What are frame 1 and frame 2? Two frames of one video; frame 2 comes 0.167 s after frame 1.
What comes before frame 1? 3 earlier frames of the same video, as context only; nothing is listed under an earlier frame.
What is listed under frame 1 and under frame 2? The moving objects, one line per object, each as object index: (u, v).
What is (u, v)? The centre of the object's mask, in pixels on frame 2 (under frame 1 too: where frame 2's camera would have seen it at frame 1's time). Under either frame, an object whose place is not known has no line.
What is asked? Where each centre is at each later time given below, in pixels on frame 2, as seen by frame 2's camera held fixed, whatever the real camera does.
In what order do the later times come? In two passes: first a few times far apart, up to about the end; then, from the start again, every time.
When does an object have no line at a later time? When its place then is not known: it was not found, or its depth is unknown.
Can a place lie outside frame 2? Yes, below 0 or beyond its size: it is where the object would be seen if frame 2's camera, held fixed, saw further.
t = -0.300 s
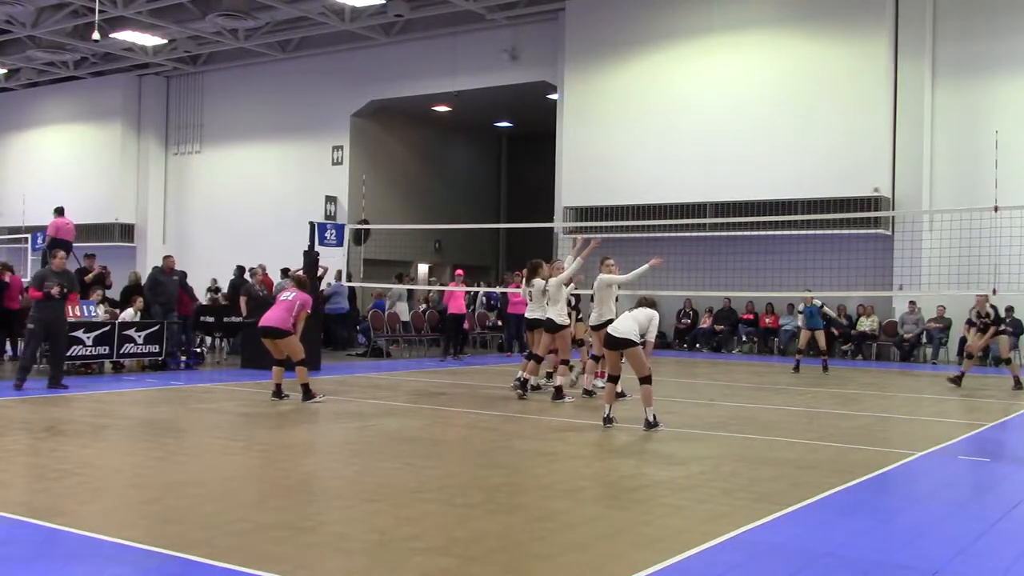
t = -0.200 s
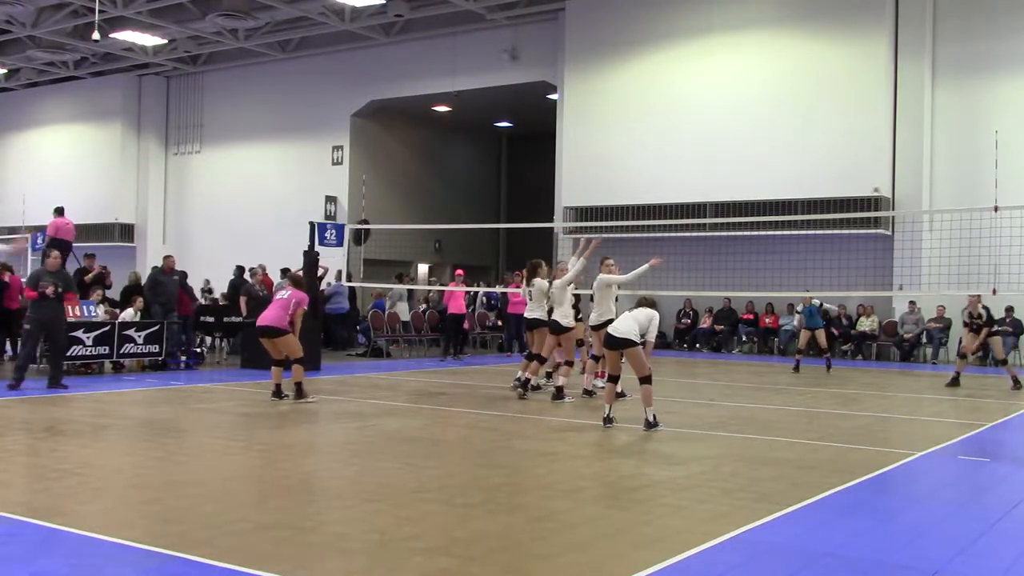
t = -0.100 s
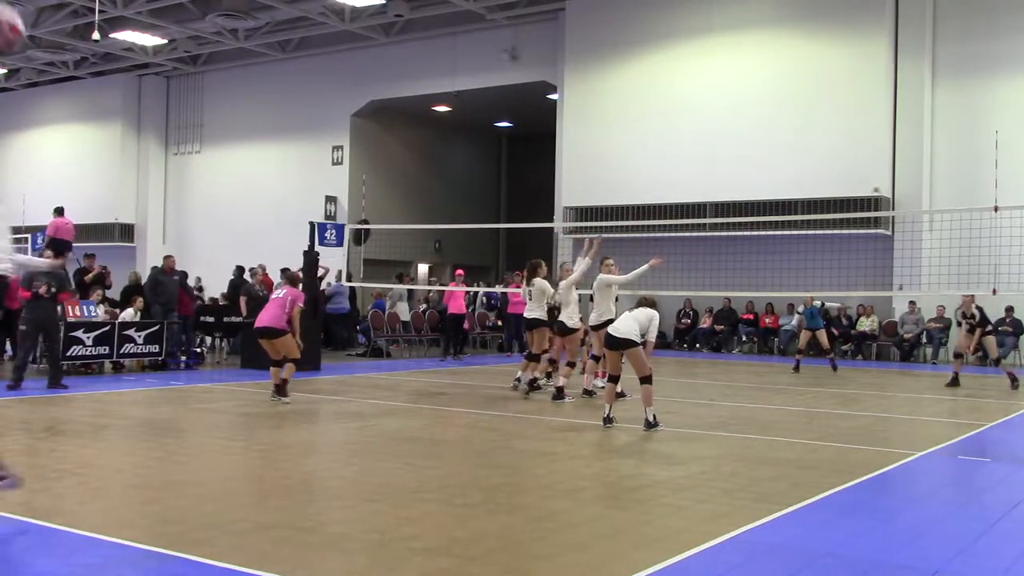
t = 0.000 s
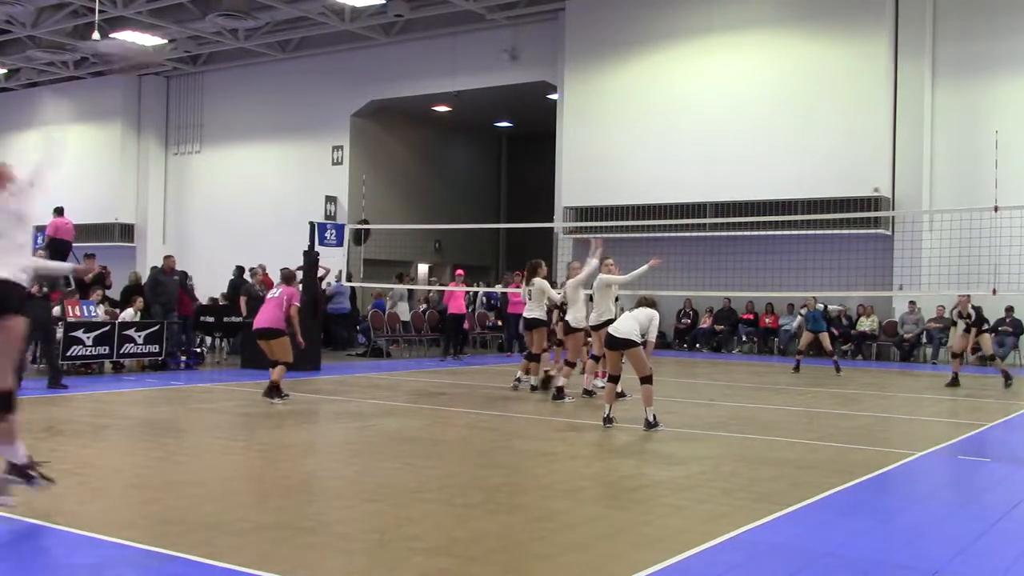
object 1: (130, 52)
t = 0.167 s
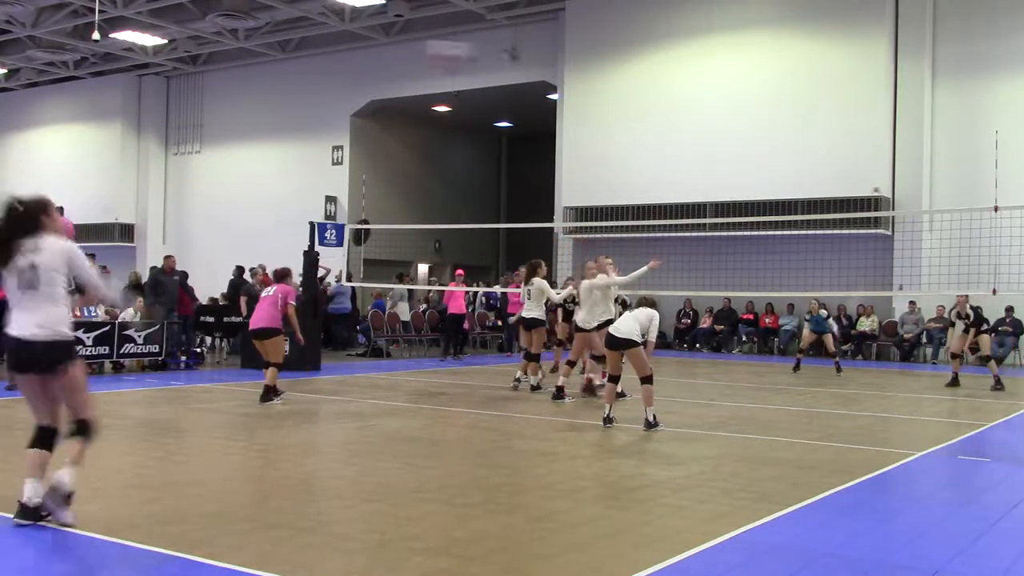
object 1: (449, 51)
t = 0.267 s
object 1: (573, 66)
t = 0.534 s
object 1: (789, 127)
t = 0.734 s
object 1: (890, 186)
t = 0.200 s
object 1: (491, 53)
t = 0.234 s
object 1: (535, 62)
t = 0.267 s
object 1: (573, 66)
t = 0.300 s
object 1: (609, 76)
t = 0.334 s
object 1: (639, 79)
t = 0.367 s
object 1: (672, 85)
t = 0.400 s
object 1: (698, 92)
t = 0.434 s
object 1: (723, 100)
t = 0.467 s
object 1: (746, 109)
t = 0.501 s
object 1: (767, 117)
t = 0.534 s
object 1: (789, 127)
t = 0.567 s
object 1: (807, 137)
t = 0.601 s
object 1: (825, 147)
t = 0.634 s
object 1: (842, 156)
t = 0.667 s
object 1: (858, 167)
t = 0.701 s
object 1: (875, 179)
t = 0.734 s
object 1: (890, 186)
